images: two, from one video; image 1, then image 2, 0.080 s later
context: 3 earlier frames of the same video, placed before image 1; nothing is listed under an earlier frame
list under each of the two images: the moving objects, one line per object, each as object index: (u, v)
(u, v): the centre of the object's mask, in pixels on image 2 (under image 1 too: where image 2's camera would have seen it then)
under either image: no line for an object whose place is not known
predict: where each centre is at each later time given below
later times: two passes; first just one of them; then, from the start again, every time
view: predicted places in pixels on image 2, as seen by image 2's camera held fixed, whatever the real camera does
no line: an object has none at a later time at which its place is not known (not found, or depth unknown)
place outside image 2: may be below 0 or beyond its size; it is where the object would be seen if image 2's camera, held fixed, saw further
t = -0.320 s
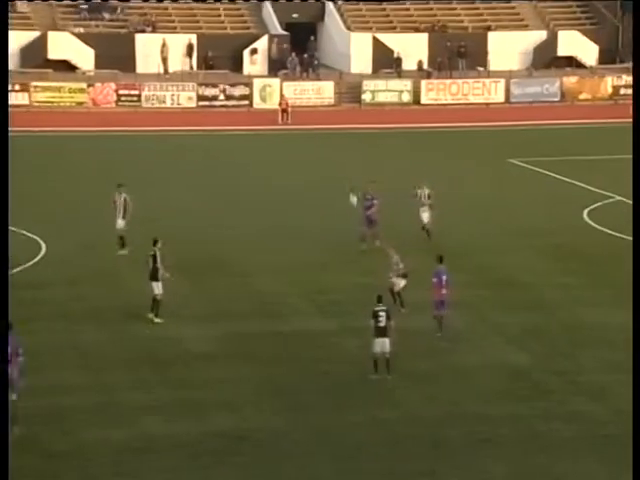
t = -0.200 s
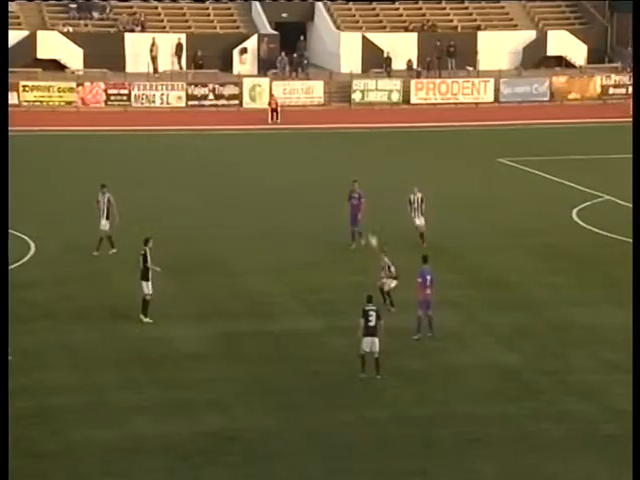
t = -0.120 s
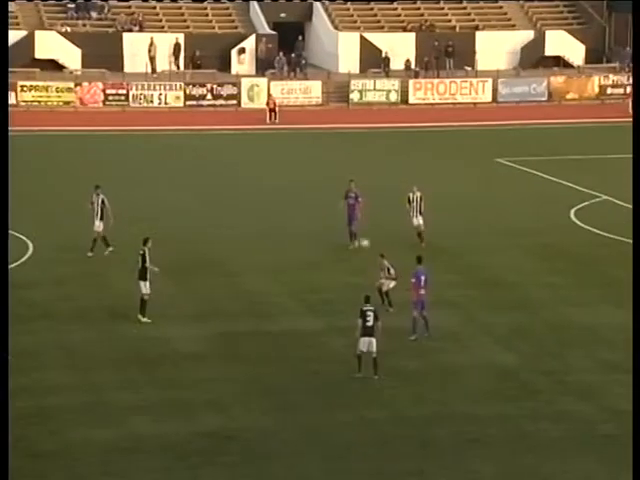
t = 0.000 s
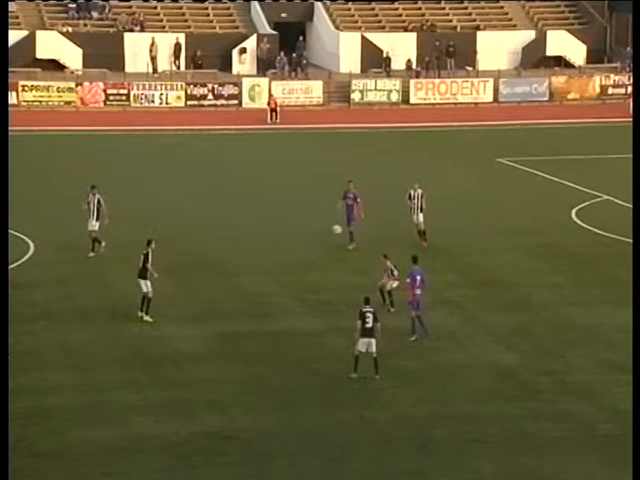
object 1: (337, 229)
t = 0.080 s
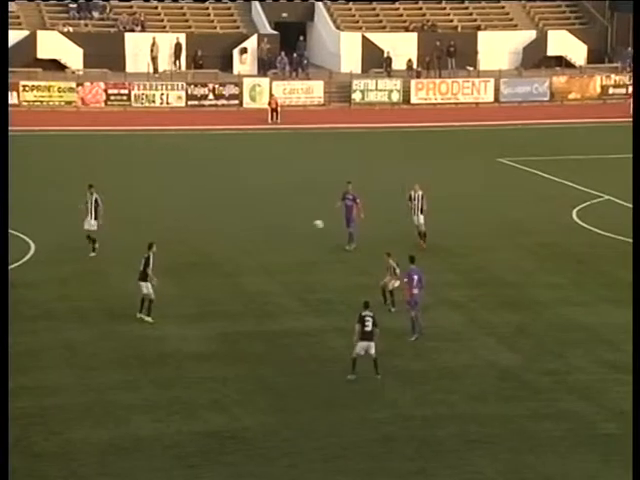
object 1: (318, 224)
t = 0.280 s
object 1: (271, 221)
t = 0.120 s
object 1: (309, 222)
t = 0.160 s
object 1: (299, 221)
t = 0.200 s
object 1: (289, 220)
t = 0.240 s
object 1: (280, 221)
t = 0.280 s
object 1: (271, 221)
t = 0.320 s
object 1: (262, 223)
